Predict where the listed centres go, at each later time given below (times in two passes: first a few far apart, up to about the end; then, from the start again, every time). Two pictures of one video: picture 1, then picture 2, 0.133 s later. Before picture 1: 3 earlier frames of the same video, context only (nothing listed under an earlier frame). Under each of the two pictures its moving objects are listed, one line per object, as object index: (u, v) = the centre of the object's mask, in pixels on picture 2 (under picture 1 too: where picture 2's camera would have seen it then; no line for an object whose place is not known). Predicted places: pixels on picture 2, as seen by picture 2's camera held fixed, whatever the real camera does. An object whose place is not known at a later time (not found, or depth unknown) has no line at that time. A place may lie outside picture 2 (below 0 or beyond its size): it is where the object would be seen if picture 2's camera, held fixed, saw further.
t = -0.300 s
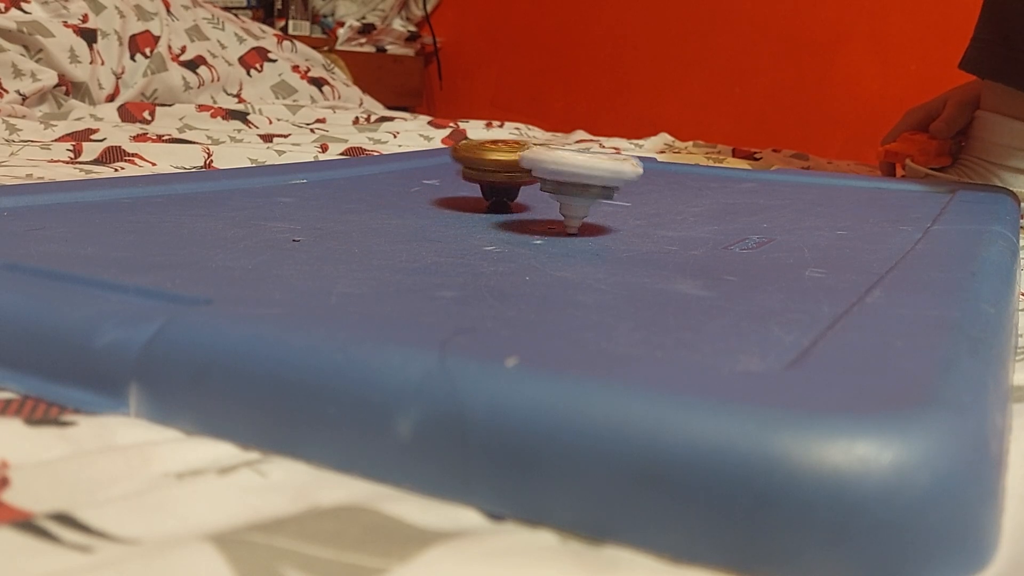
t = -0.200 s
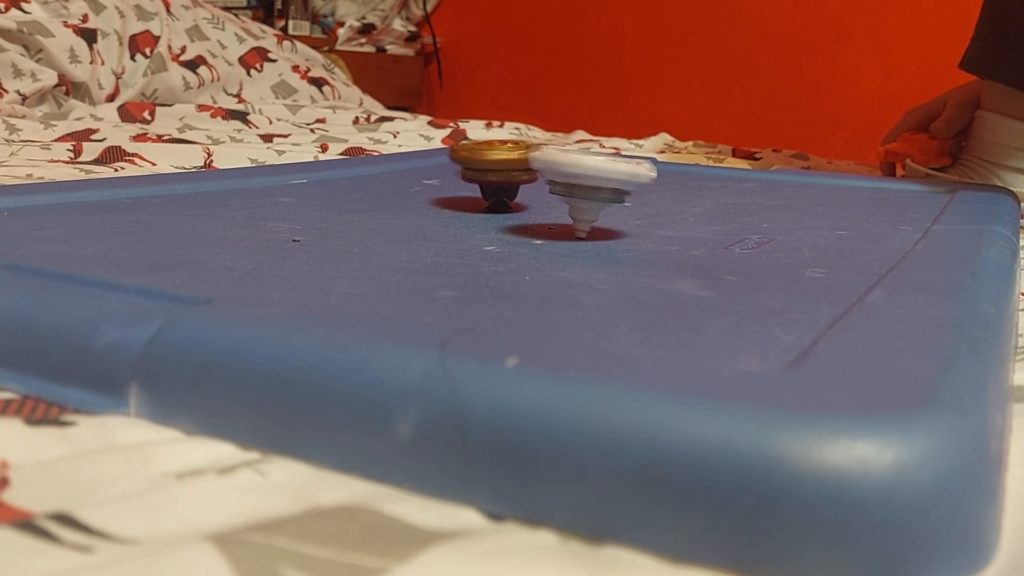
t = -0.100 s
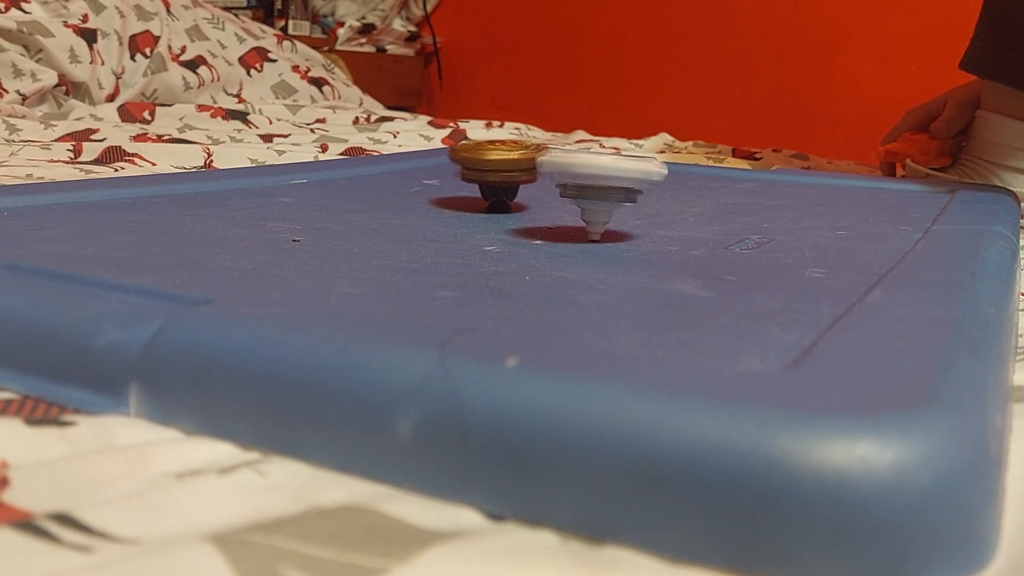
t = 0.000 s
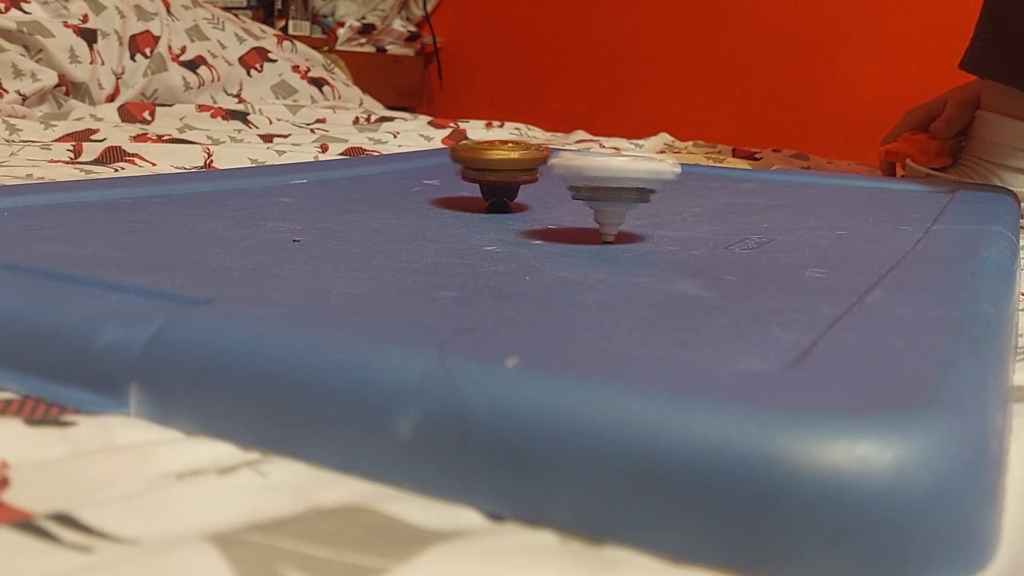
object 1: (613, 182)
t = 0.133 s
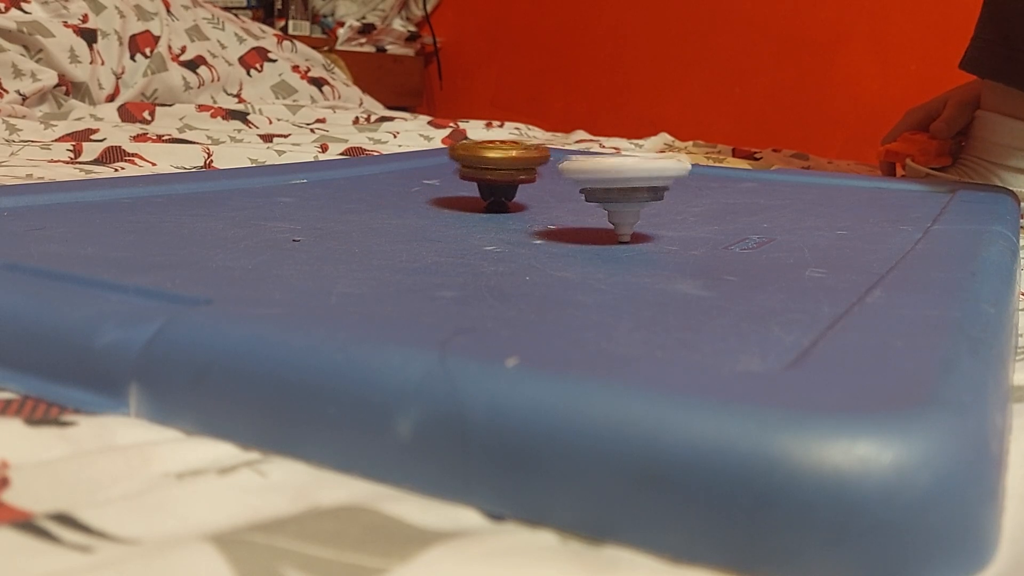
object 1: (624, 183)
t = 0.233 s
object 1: (627, 183)
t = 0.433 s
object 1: (615, 180)
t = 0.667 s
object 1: (571, 176)
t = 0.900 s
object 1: (495, 171)
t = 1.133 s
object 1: (437, 177)
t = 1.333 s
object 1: (424, 180)
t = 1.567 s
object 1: (439, 181)
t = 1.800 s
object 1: (455, 179)
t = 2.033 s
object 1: (442, 175)
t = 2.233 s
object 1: (411, 166)
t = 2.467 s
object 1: (363, 155)
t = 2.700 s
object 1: (322, 149)
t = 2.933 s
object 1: (303, 148)
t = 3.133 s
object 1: (308, 152)
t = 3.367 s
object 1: (339, 154)
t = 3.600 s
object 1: (366, 152)
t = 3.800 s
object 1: (352, 150)
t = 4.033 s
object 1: (349, 152)
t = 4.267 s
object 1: (364, 154)
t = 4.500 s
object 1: (355, 147)
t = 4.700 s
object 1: (345, 145)
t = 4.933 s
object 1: (344, 147)
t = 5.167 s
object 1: (330, 140)
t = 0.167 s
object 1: (626, 183)
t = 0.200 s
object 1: (627, 182)
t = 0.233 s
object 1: (627, 183)
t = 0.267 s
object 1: (627, 182)
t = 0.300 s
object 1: (627, 181)
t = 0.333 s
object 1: (624, 182)
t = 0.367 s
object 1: (622, 181)
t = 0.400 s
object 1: (618, 180)
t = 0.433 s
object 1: (615, 180)
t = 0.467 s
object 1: (611, 179)
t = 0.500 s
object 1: (607, 180)
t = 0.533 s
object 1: (602, 178)
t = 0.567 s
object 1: (595, 177)
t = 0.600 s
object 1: (588, 177)
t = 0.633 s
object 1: (580, 176)
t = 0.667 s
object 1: (571, 176)
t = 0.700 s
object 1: (561, 175)
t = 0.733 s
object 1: (548, 174)
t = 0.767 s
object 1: (536, 172)
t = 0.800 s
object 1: (524, 171)
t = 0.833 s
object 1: (514, 172)
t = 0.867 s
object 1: (506, 171)
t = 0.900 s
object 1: (495, 171)
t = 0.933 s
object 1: (485, 172)
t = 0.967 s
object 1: (475, 173)
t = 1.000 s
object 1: (465, 175)
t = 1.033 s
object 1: (459, 176)
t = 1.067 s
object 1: (449, 175)
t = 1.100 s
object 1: (443, 175)
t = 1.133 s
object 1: (437, 177)
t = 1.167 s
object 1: (433, 177)
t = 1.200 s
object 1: (428, 178)
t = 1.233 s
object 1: (427, 178)
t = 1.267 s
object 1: (425, 179)
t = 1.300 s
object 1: (425, 179)
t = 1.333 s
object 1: (424, 180)
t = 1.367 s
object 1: (425, 180)
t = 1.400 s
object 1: (426, 180)
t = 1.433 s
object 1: (428, 181)
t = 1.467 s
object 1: (431, 181)
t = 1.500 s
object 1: (432, 181)
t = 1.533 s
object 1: (435, 181)
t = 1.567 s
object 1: (439, 181)
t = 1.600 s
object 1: (442, 182)
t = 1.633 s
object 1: (446, 182)
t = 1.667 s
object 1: (450, 181)
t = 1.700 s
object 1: (451, 181)
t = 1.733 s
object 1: (452, 180)
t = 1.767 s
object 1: (453, 180)
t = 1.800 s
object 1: (455, 179)
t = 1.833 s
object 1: (455, 179)
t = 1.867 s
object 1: (454, 178)
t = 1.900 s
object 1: (454, 178)
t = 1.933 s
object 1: (453, 177)
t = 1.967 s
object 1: (450, 177)
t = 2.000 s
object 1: (446, 176)
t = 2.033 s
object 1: (442, 175)
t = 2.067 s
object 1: (438, 174)
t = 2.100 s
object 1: (434, 172)
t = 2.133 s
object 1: (427, 170)
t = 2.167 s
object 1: (423, 169)
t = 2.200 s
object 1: (418, 168)
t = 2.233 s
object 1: (411, 166)
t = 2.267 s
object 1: (404, 165)
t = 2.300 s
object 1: (397, 164)
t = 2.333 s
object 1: (391, 162)
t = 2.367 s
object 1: (383, 160)
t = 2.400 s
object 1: (376, 159)
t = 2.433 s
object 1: (370, 158)
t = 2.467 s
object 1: (363, 155)
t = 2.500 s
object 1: (355, 155)
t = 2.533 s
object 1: (350, 154)
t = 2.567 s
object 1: (343, 152)
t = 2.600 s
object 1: (337, 151)
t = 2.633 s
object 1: (331, 149)
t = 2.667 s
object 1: (327, 149)
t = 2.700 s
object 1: (322, 149)
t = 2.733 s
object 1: (320, 148)
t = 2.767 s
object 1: (316, 149)
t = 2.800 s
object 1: (313, 148)
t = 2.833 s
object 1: (309, 148)
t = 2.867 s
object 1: (307, 148)
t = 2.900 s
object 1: (304, 147)
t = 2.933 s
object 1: (303, 148)
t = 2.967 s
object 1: (302, 148)
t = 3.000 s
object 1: (303, 148)
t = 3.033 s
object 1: (303, 149)
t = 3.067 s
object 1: (303, 149)
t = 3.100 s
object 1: (305, 150)
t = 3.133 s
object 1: (308, 152)
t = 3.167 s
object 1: (311, 150)
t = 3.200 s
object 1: (316, 152)
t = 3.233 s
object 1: (318, 153)
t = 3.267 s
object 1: (323, 153)
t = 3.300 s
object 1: (329, 154)
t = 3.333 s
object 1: (334, 154)
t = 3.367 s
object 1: (339, 154)
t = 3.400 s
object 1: (347, 155)
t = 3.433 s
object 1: (353, 156)
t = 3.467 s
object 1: (358, 155)
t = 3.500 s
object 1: (367, 156)
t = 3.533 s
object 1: (372, 156)
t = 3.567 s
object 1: (371, 151)
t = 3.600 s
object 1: (366, 152)
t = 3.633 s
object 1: (362, 151)
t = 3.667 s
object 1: (361, 151)
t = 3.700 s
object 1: (359, 150)
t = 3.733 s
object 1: (356, 150)
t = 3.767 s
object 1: (353, 150)
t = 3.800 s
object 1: (352, 150)
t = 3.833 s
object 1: (350, 150)
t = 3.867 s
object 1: (349, 150)
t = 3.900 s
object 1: (347, 150)
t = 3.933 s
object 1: (348, 150)
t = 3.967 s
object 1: (348, 150)
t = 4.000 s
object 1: (348, 151)
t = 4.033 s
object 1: (349, 152)
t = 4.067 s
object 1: (350, 152)
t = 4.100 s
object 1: (352, 152)
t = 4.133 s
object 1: (354, 153)
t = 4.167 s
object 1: (356, 153)
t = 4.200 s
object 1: (360, 154)
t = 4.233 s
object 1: (362, 154)
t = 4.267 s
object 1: (364, 154)
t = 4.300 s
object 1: (366, 152)
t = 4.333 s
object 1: (363, 152)
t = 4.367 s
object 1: (360, 151)
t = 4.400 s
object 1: (359, 150)
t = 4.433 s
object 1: (359, 149)
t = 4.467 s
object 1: (357, 148)
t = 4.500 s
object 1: (355, 147)
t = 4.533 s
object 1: (353, 147)
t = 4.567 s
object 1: (351, 146)
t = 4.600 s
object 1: (349, 146)
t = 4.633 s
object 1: (348, 146)
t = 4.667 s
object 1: (346, 145)
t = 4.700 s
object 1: (345, 145)
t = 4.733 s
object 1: (343, 146)
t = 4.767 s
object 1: (342, 145)
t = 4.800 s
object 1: (343, 146)
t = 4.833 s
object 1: (342, 146)
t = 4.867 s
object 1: (342, 147)
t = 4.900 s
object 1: (343, 146)
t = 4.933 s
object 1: (344, 147)
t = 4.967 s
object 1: (345, 147)
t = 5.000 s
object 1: (346, 147)
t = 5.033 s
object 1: (346, 144)
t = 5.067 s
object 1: (343, 143)
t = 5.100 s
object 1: (339, 142)
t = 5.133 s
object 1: (334, 141)
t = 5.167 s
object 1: (330, 140)
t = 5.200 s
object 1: (328, 139)
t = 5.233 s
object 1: (328, 138)
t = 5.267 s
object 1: (325, 139)
